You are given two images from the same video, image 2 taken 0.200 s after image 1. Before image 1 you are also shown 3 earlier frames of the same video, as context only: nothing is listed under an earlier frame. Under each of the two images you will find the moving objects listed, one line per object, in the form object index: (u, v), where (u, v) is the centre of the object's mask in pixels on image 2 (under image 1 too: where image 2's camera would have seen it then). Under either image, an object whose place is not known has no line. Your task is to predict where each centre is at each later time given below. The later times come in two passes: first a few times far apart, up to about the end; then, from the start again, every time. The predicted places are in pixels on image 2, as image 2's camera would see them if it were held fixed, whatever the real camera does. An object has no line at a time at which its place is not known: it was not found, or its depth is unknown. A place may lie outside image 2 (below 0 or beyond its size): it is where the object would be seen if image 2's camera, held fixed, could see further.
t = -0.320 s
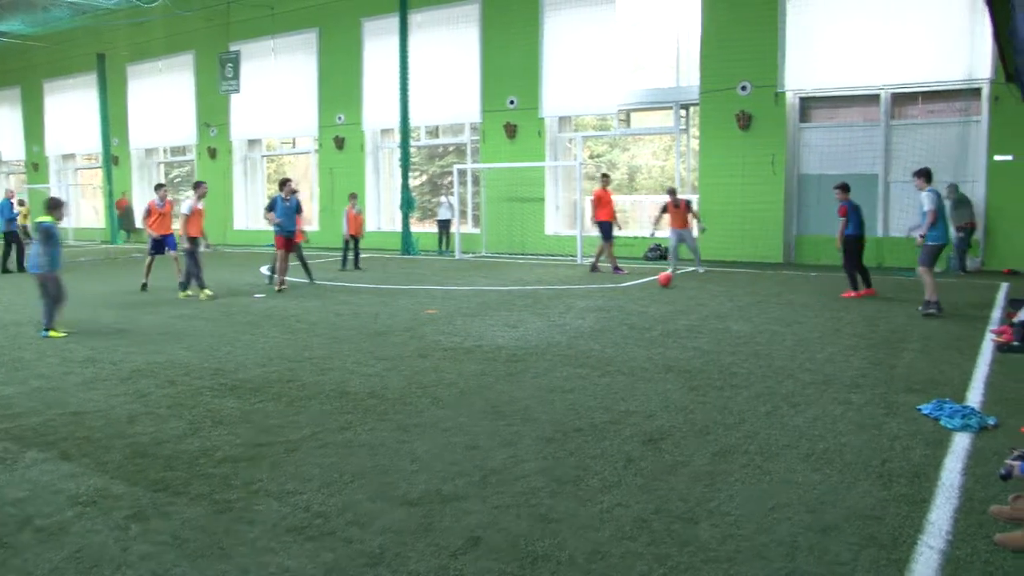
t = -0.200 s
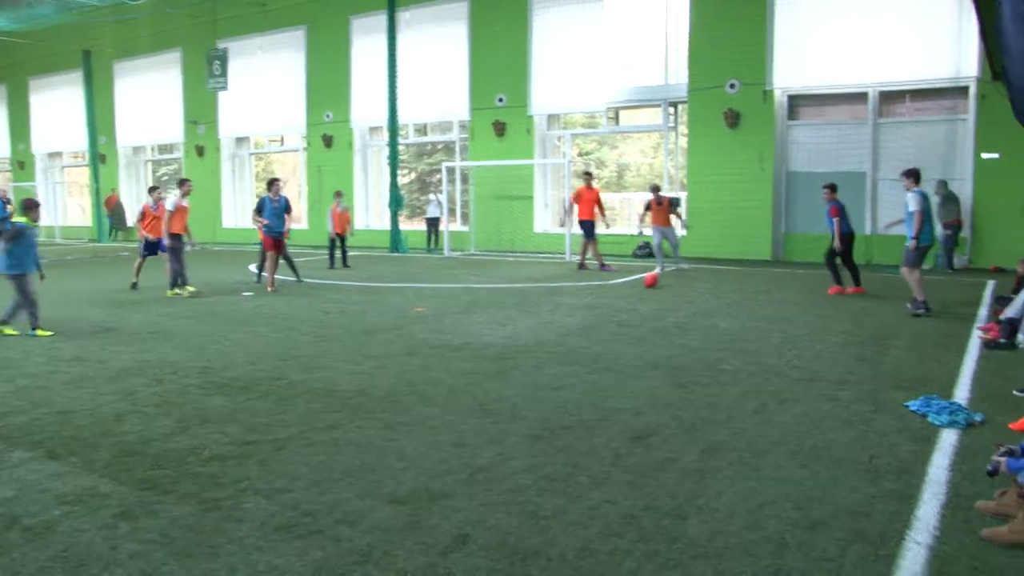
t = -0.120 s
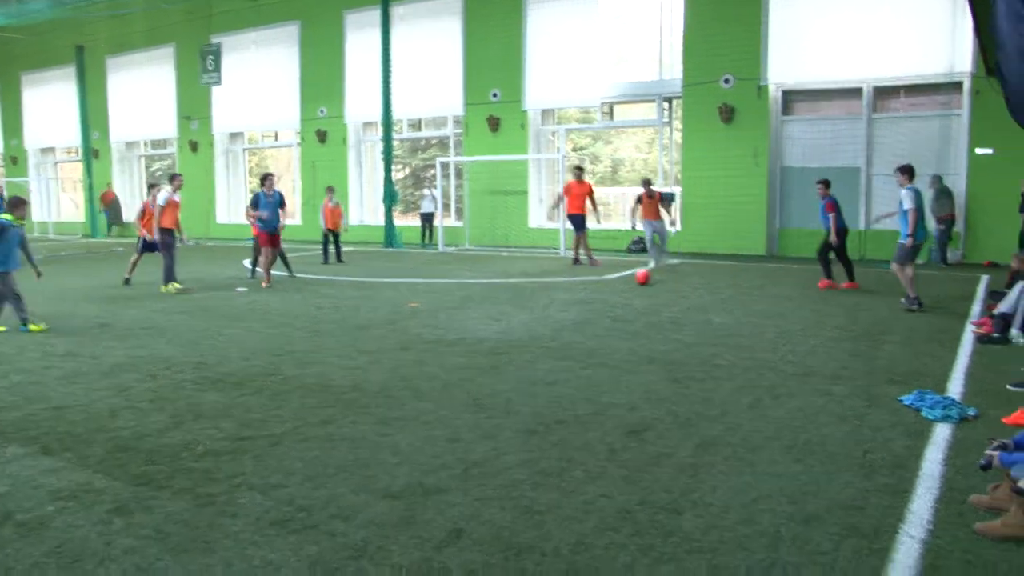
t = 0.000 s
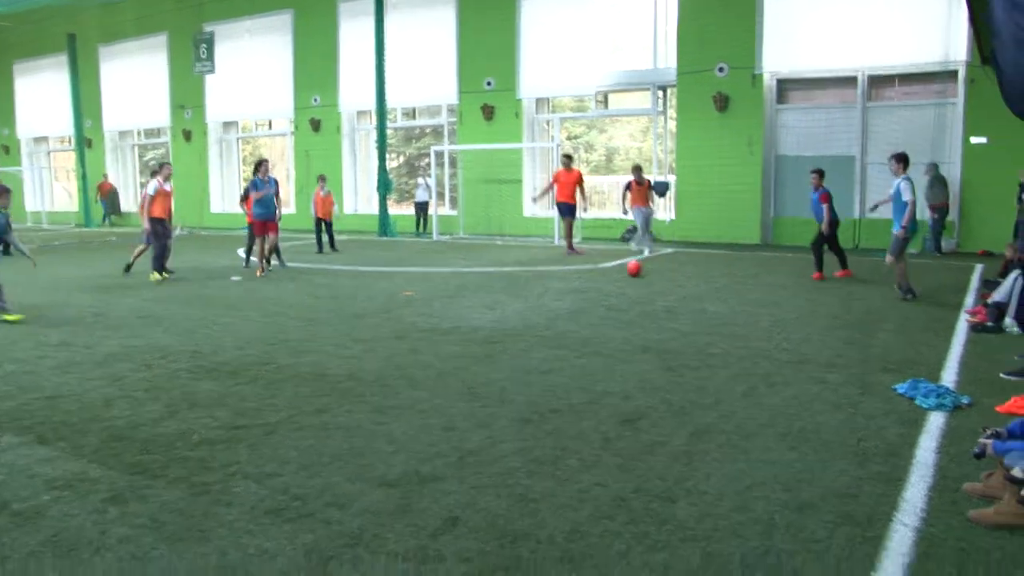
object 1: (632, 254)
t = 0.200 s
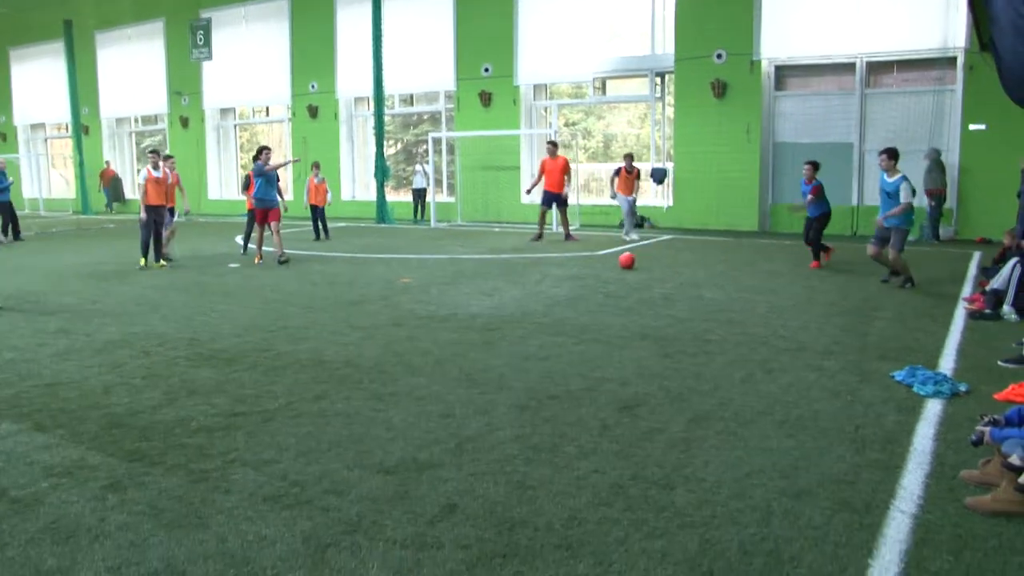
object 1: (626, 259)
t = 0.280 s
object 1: (624, 262)
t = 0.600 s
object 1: (615, 269)
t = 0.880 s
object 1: (605, 277)
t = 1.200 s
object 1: (594, 286)
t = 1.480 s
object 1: (583, 294)
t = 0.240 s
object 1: (625, 261)
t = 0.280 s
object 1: (624, 262)
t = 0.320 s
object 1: (623, 263)
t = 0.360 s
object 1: (623, 264)
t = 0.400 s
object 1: (622, 265)
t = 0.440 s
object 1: (620, 266)
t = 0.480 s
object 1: (619, 267)
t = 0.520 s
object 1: (617, 268)
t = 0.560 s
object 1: (616, 269)
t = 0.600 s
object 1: (615, 269)
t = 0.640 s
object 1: (614, 271)
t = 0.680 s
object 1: (612, 272)
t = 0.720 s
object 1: (611, 273)
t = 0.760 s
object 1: (609, 274)
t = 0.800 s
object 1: (608, 275)
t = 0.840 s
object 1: (607, 276)
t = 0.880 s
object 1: (605, 277)
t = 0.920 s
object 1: (604, 278)
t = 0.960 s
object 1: (603, 279)
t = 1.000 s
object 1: (601, 280)
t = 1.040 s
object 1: (599, 281)
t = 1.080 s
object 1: (598, 282)
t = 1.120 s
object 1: (597, 283)
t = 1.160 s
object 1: (595, 285)
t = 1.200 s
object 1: (594, 286)
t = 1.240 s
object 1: (592, 287)
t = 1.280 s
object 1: (590, 288)
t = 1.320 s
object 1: (589, 289)
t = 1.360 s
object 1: (587, 291)
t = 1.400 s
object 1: (586, 292)
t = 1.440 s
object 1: (585, 293)
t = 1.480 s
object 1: (583, 294)
